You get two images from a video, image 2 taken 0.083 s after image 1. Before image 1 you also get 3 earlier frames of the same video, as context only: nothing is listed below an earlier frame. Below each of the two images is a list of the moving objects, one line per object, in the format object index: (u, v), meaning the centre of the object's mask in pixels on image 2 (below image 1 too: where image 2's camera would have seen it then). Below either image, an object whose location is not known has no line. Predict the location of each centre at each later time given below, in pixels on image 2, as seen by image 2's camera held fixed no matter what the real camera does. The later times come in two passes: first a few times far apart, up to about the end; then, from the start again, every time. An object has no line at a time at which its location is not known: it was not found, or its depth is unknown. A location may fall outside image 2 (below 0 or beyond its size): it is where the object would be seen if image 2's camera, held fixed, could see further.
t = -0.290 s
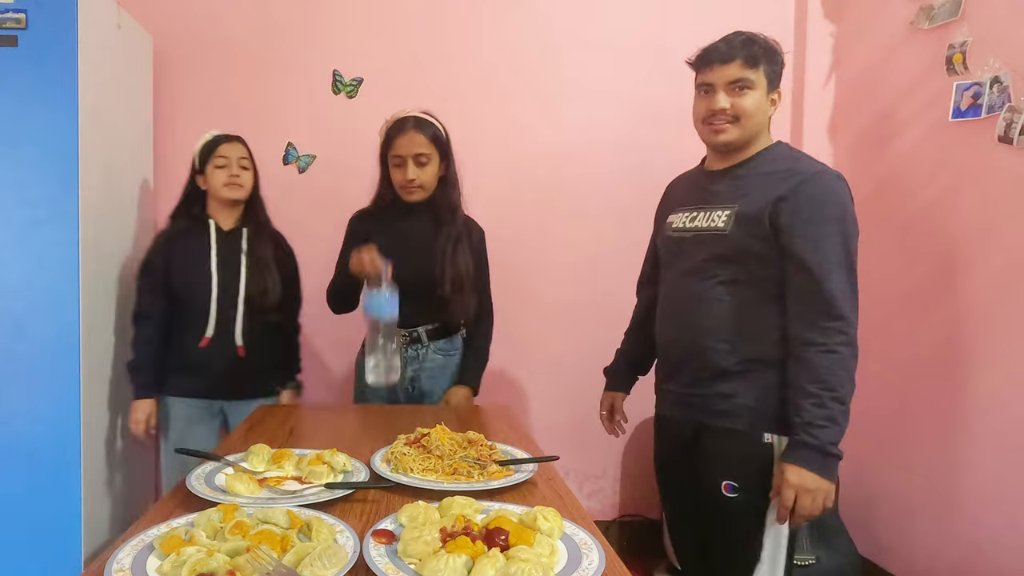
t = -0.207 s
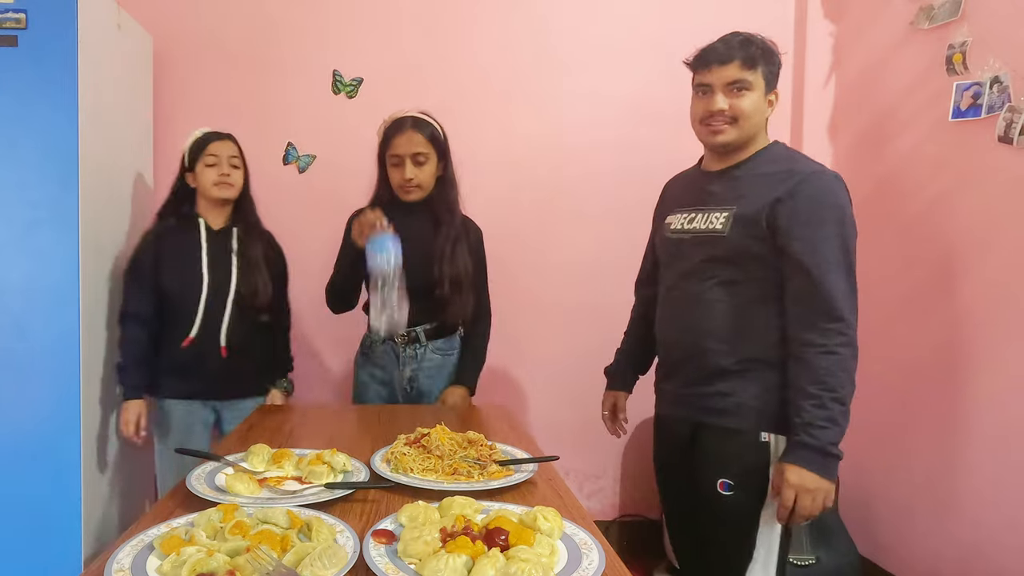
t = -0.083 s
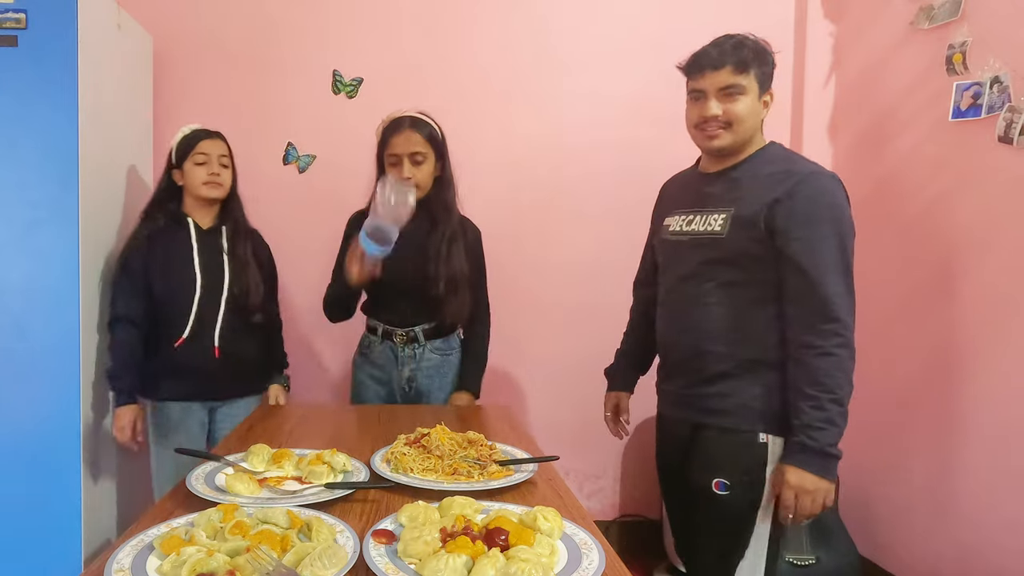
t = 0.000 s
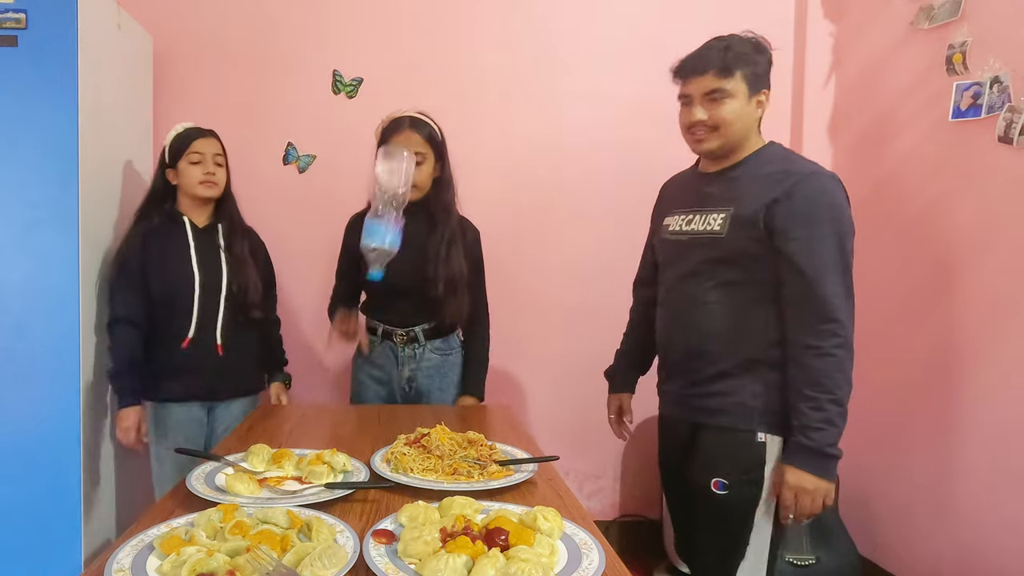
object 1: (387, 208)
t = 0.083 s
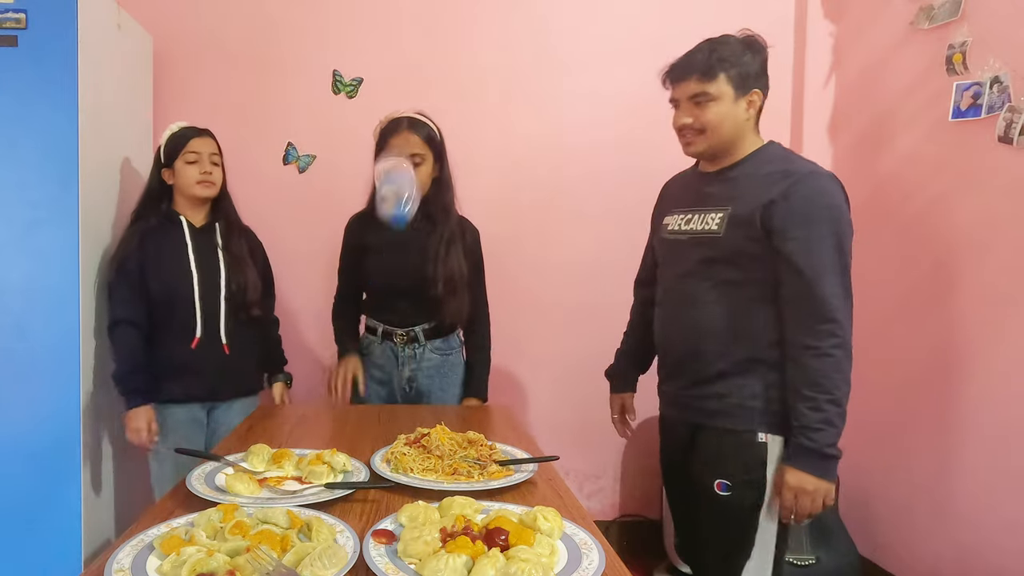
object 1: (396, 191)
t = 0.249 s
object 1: (400, 255)
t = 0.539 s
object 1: (390, 373)
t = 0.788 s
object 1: (384, 401)
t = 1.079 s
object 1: (398, 400)
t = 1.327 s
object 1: (403, 399)
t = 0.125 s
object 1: (400, 185)
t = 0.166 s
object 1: (402, 196)
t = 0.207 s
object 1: (402, 218)
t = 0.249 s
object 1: (400, 255)
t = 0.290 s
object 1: (397, 302)
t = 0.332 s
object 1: (395, 357)
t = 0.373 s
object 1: (393, 372)
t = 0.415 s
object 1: (392, 372)
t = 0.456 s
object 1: (391, 372)
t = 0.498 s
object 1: (390, 373)
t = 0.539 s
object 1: (390, 373)
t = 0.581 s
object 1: (389, 374)
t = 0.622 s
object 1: (388, 375)
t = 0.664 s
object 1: (387, 378)
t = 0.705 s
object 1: (385, 381)
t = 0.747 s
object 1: (383, 390)
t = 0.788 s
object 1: (384, 401)
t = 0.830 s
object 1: (385, 398)
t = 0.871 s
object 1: (387, 400)
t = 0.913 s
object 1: (390, 401)
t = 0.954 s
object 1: (394, 401)
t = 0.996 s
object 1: (397, 400)
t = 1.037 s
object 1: (398, 400)
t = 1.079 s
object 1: (398, 400)
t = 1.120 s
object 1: (400, 399)
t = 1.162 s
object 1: (402, 399)
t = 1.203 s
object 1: (404, 398)
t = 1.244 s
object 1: (404, 398)
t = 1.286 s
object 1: (403, 398)
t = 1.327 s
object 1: (403, 399)
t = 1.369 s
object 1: (403, 398)
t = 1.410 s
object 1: (403, 398)
